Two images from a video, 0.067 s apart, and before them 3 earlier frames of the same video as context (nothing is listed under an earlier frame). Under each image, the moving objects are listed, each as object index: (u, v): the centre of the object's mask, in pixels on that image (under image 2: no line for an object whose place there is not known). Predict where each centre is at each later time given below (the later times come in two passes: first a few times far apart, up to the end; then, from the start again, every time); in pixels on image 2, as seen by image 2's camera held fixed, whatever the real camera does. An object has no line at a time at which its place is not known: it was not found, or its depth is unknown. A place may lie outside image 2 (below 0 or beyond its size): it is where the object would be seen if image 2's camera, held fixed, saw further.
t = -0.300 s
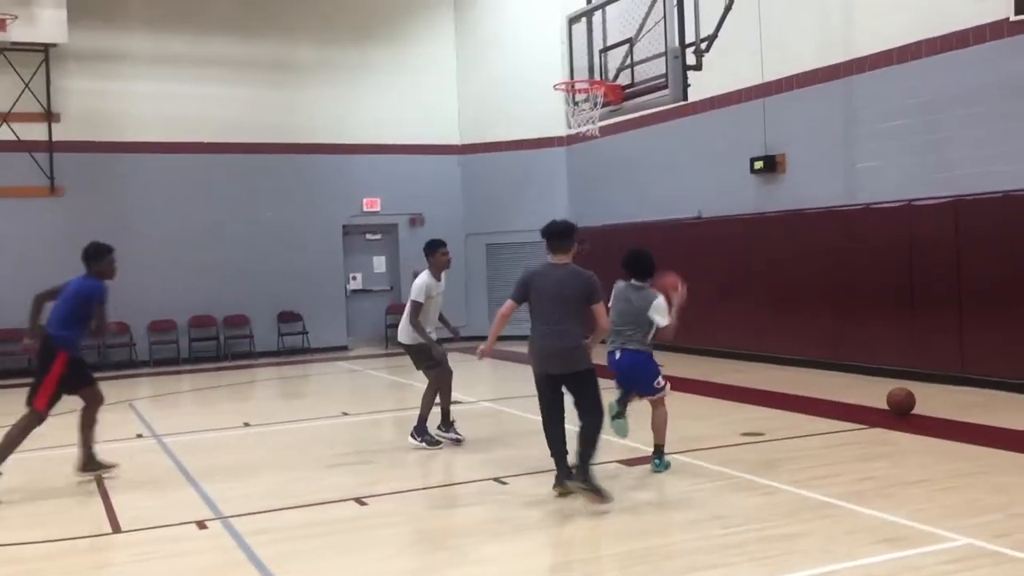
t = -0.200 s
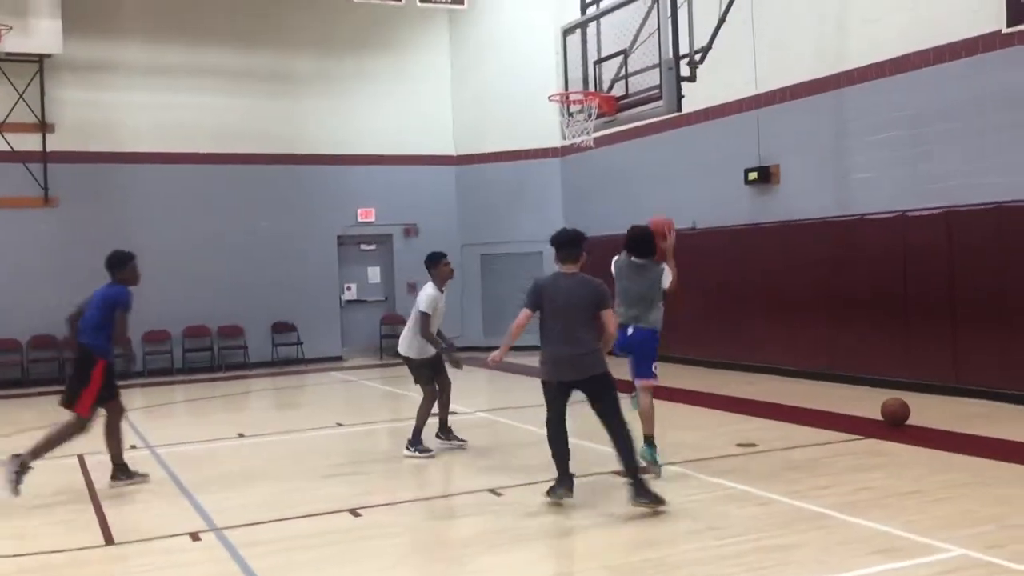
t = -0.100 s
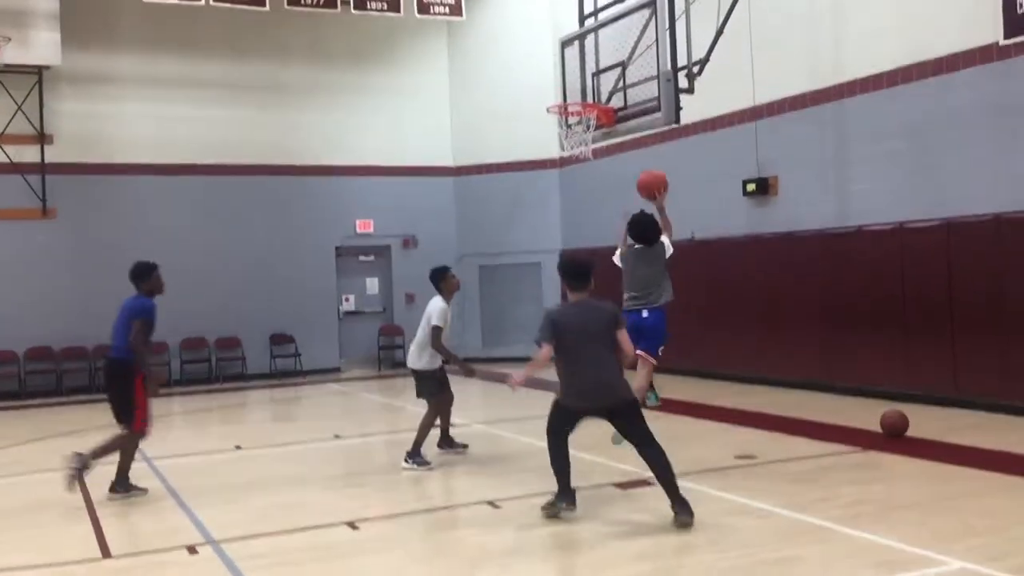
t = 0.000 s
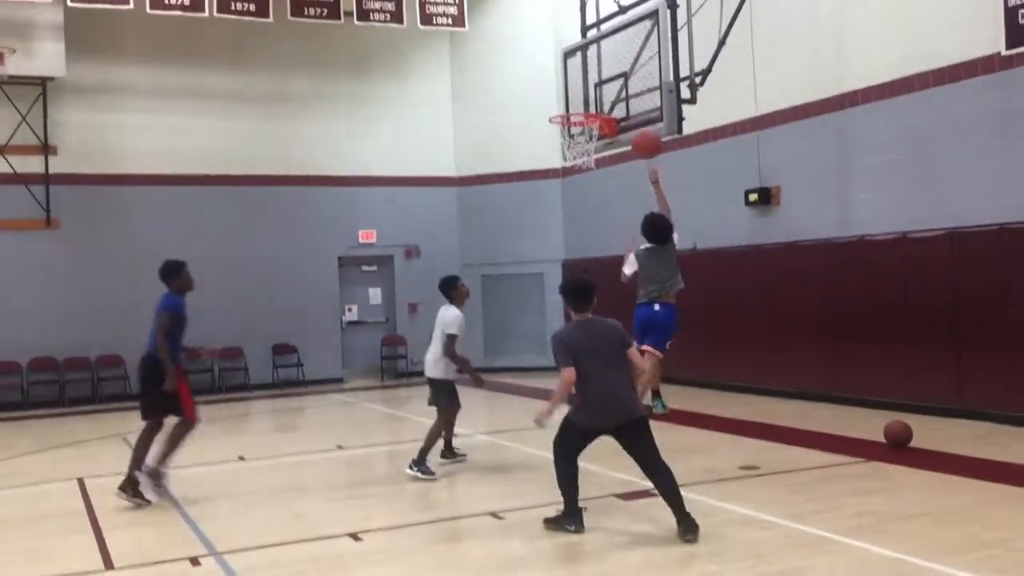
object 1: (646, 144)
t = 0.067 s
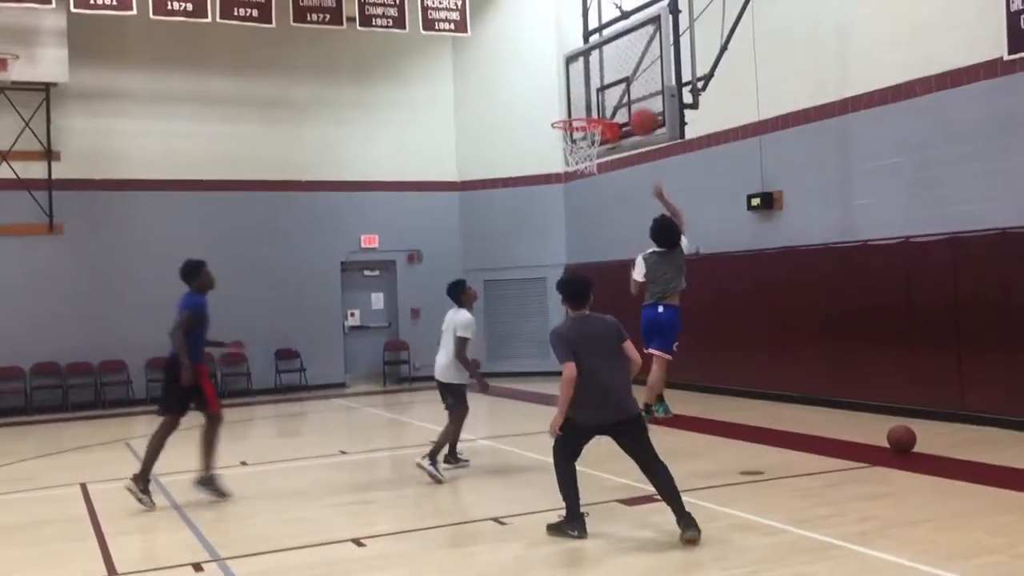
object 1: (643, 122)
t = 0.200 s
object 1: (635, 89)
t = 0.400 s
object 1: (614, 79)
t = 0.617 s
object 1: (578, 112)
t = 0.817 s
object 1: (559, 155)
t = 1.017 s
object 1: (561, 199)
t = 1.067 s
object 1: (562, 219)
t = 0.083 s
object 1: (643, 116)
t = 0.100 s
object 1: (641, 113)
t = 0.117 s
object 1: (640, 109)
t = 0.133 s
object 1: (640, 102)
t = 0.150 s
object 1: (637, 98)
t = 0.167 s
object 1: (636, 94)
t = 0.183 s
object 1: (636, 91)
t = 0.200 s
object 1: (635, 89)
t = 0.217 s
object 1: (634, 88)
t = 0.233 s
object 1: (633, 84)
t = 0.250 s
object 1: (632, 82)
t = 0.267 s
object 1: (631, 80)
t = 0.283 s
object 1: (630, 79)
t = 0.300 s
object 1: (629, 78)
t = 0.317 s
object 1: (628, 78)
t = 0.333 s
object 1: (626, 77)
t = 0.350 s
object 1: (623, 77)
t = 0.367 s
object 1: (620, 78)
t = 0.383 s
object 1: (617, 78)
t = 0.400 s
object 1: (614, 79)
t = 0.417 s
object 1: (611, 80)
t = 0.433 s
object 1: (608, 81)
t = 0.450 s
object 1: (606, 83)
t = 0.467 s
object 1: (602, 85)
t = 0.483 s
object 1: (601, 88)
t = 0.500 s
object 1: (598, 90)
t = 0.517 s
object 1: (595, 93)
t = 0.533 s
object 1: (592, 97)
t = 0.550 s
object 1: (589, 100)
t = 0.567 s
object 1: (586, 104)
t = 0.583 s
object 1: (584, 107)
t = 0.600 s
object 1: (581, 110)
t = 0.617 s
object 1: (578, 112)
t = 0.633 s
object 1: (576, 114)
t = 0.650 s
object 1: (571, 125)
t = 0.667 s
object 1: (572, 132)
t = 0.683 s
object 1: (566, 137)
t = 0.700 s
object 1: (564, 138)
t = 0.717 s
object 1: (564, 139)
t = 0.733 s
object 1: (562, 144)
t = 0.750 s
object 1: (561, 147)
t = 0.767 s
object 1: (559, 149)
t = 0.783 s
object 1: (560, 151)
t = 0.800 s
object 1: (559, 153)
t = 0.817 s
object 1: (559, 155)
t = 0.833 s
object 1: (559, 158)
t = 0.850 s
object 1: (560, 160)
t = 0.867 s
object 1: (560, 161)
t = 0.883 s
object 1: (560, 165)
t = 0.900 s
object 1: (560, 167)
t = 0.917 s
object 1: (560, 171)
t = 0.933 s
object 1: (560, 176)
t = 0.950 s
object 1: (559, 180)
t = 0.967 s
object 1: (559, 184)
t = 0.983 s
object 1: (560, 188)
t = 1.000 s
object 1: (560, 193)
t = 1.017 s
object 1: (561, 199)
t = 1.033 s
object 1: (561, 206)
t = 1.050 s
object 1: (562, 213)
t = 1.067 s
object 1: (562, 219)
